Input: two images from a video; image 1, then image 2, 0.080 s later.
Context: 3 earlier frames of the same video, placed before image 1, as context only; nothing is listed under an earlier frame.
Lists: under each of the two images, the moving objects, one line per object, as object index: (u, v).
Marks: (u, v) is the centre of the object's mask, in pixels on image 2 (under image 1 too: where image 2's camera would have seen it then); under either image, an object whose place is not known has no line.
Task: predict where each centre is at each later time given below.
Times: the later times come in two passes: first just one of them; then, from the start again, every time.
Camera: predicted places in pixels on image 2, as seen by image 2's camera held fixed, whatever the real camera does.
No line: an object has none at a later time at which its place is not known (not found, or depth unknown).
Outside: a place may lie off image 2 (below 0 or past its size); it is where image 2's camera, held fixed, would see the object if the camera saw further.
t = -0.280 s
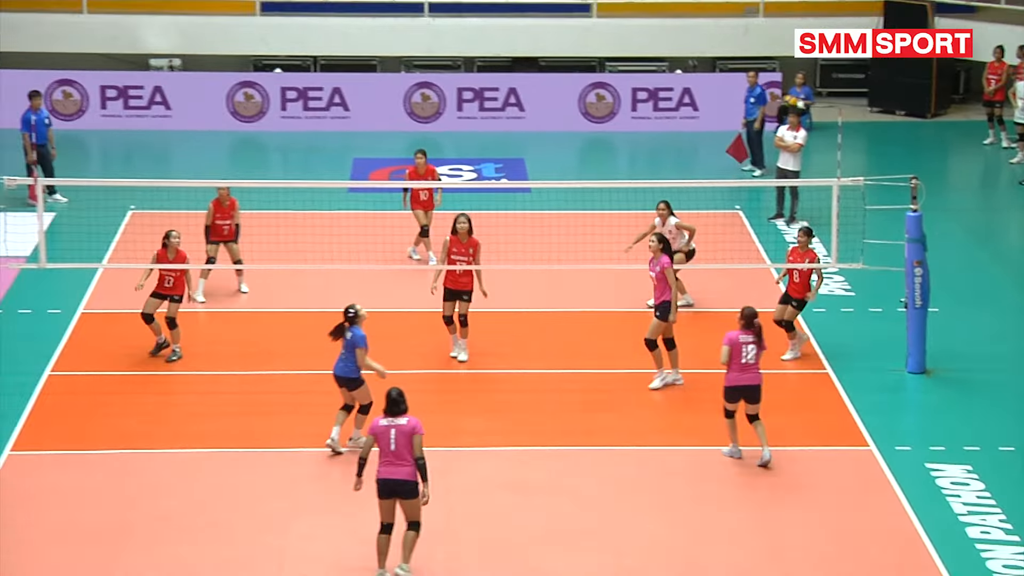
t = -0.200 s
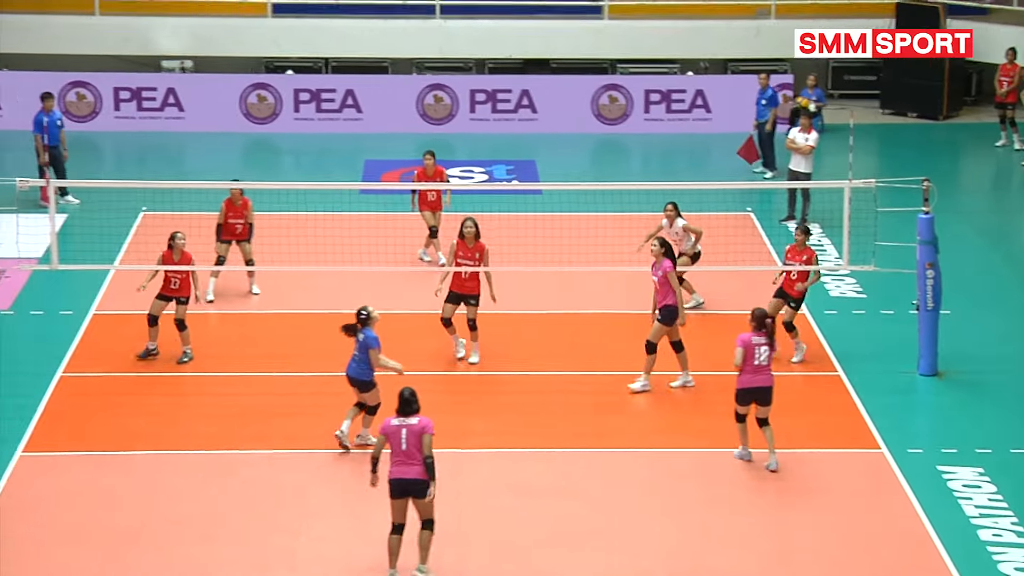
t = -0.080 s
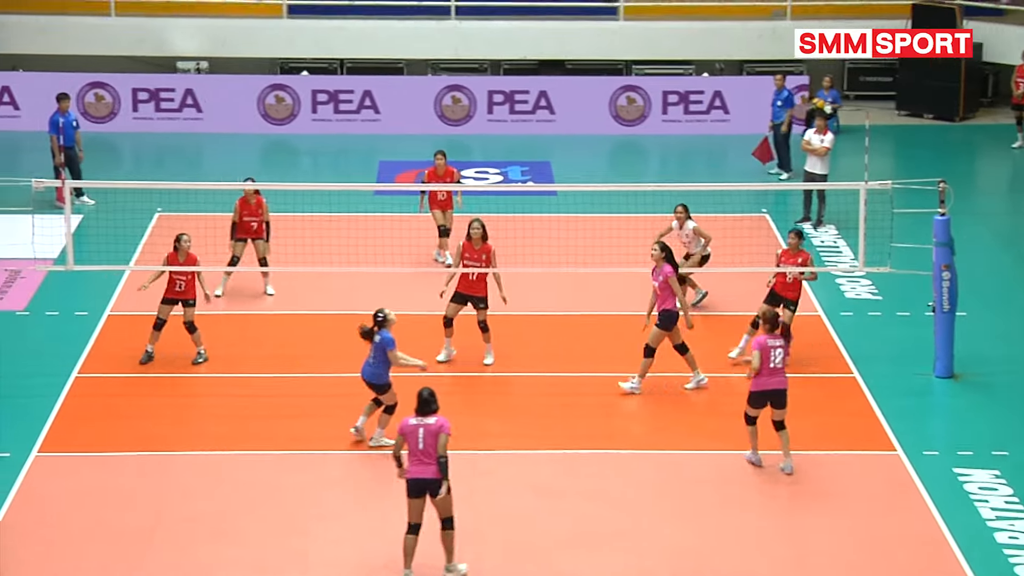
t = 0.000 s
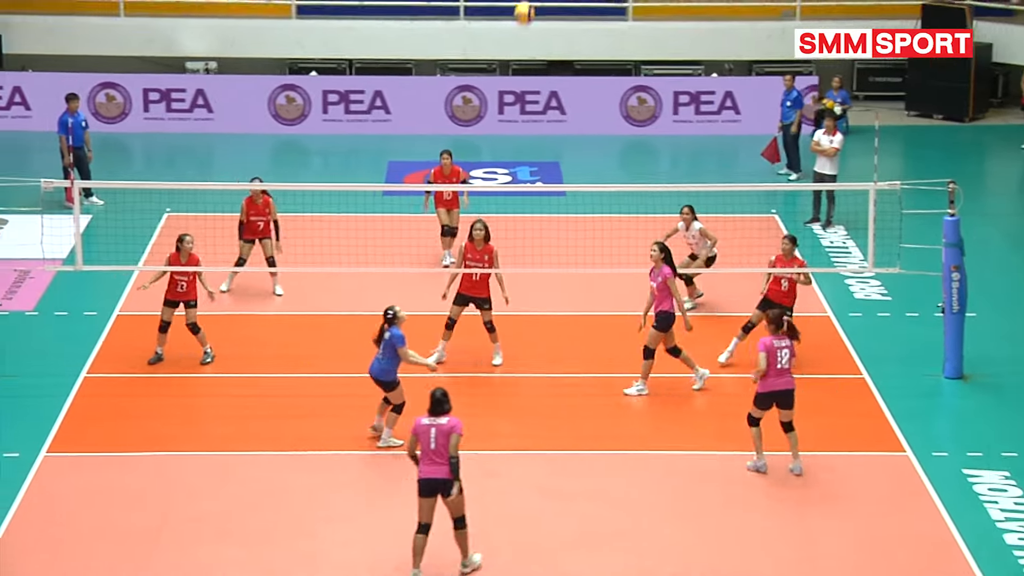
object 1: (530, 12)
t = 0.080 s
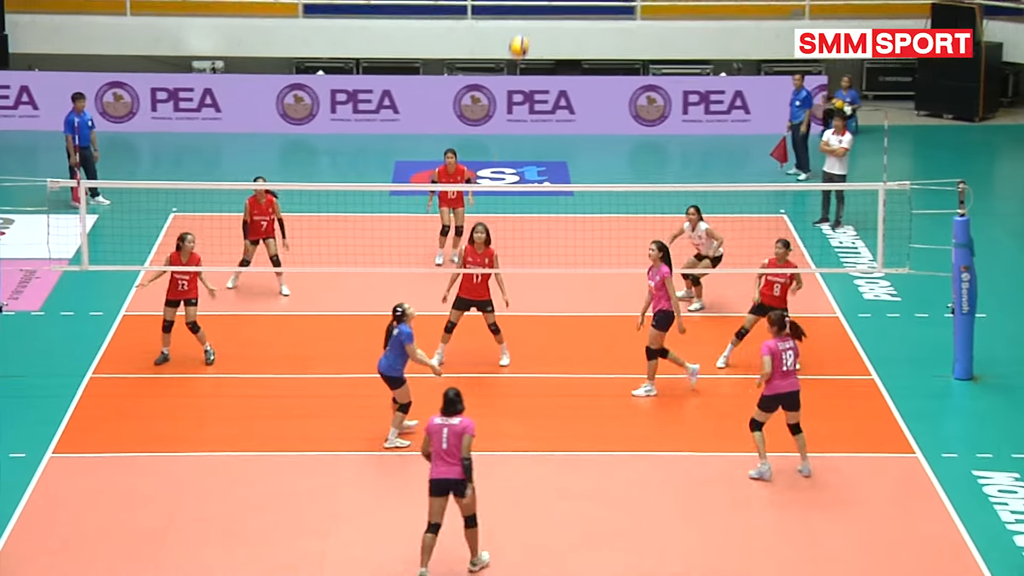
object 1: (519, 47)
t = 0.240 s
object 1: (497, 131)
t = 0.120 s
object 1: (514, 66)
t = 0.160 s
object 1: (509, 86)
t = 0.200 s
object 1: (503, 108)
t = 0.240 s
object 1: (497, 131)
